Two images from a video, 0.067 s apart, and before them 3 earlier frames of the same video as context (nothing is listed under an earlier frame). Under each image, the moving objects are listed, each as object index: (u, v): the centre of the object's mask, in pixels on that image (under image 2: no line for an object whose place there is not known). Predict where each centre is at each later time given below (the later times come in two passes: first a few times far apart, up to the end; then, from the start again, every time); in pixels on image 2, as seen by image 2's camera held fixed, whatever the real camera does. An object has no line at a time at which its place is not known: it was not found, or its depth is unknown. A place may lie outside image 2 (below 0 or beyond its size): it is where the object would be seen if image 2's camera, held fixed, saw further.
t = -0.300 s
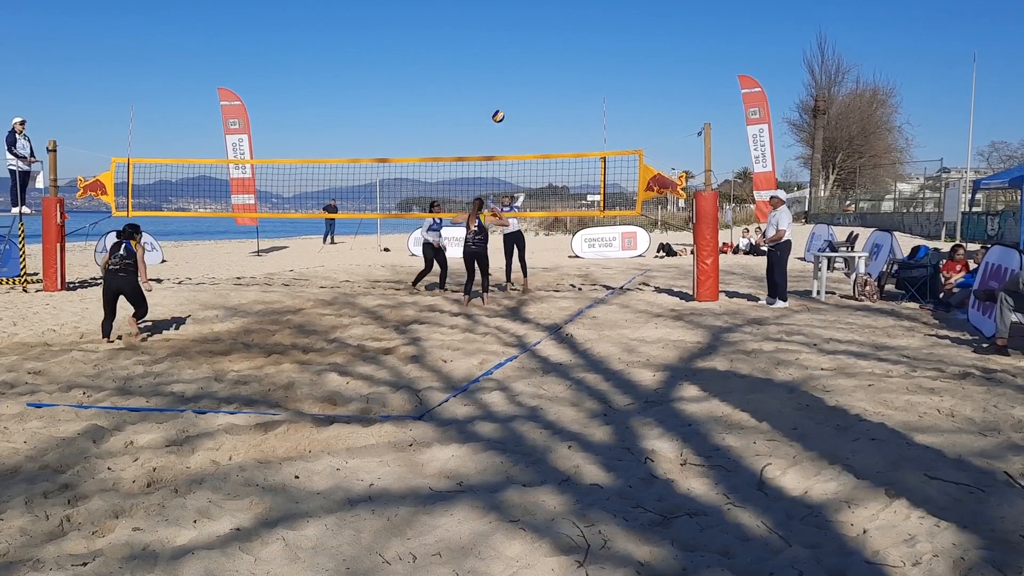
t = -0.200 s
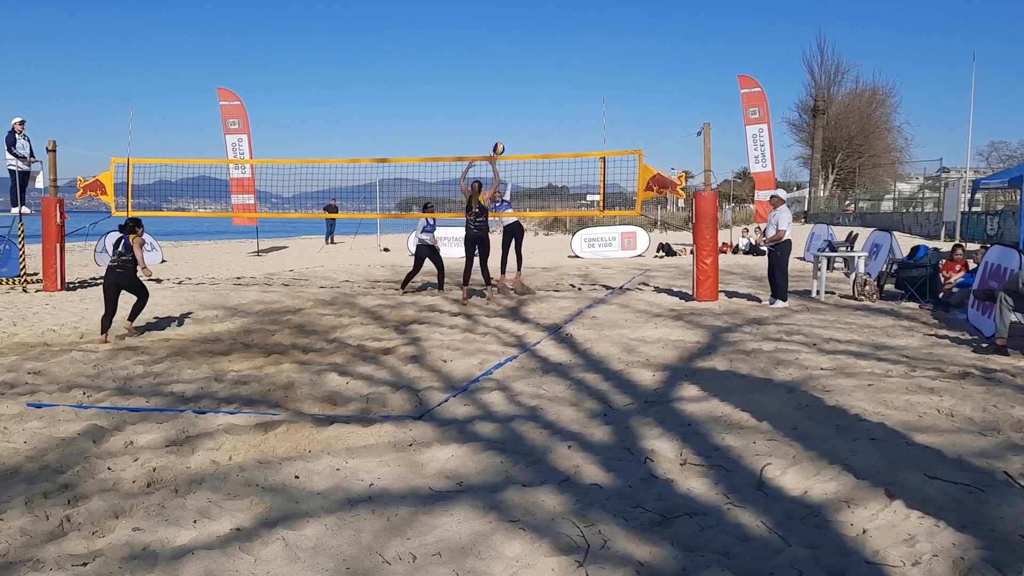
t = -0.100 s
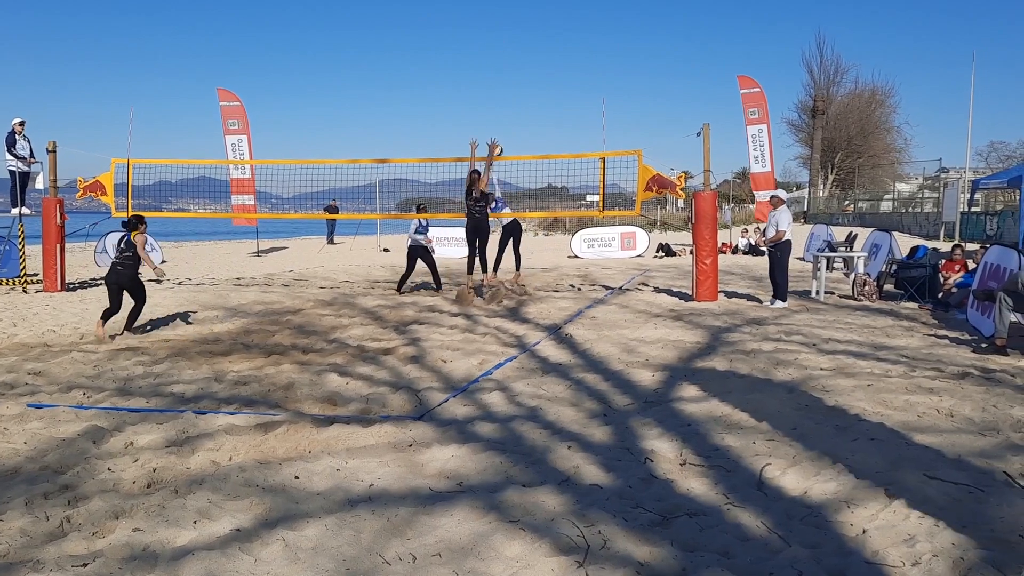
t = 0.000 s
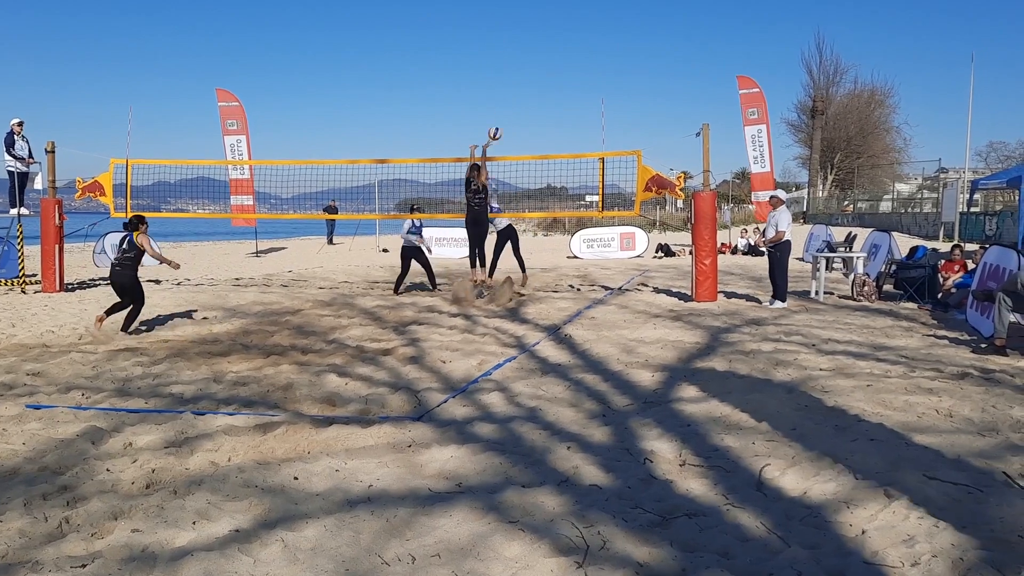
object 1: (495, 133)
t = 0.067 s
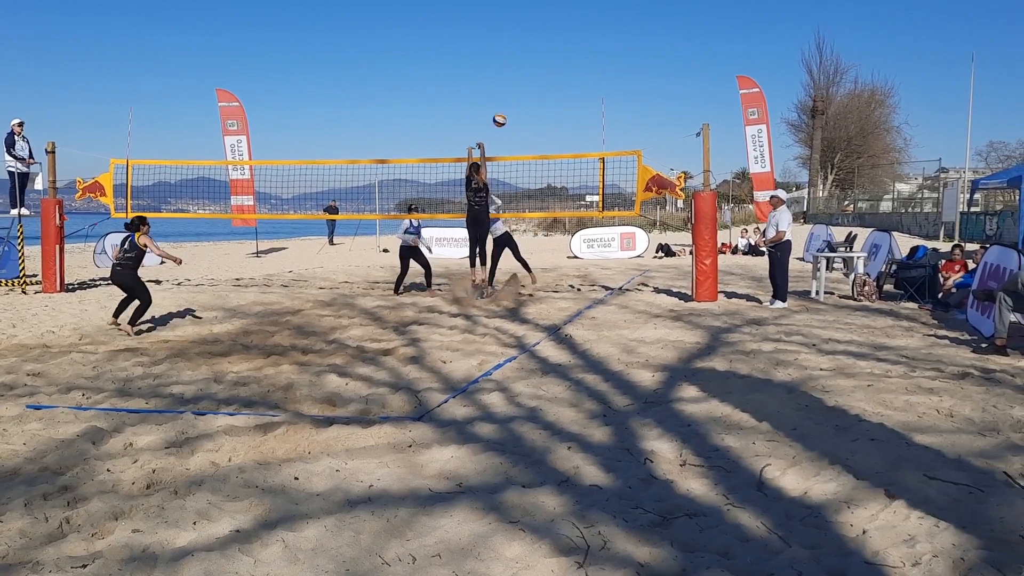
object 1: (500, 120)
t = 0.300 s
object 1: (515, 94)
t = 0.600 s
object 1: (533, 114)
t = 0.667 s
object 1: (536, 126)
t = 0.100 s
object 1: (502, 114)
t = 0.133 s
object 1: (504, 109)
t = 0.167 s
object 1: (506, 105)
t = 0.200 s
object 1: (508, 101)
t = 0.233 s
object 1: (510, 98)
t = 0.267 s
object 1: (513, 96)
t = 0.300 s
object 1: (515, 94)
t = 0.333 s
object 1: (517, 93)
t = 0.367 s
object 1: (519, 93)
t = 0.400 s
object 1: (521, 94)
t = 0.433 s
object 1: (523, 96)
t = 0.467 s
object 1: (525, 98)
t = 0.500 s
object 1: (527, 101)
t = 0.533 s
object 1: (529, 104)
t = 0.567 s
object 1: (531, 109)
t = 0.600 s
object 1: (533, 114)
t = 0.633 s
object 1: (535, 120)
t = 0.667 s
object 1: (536, 126)
